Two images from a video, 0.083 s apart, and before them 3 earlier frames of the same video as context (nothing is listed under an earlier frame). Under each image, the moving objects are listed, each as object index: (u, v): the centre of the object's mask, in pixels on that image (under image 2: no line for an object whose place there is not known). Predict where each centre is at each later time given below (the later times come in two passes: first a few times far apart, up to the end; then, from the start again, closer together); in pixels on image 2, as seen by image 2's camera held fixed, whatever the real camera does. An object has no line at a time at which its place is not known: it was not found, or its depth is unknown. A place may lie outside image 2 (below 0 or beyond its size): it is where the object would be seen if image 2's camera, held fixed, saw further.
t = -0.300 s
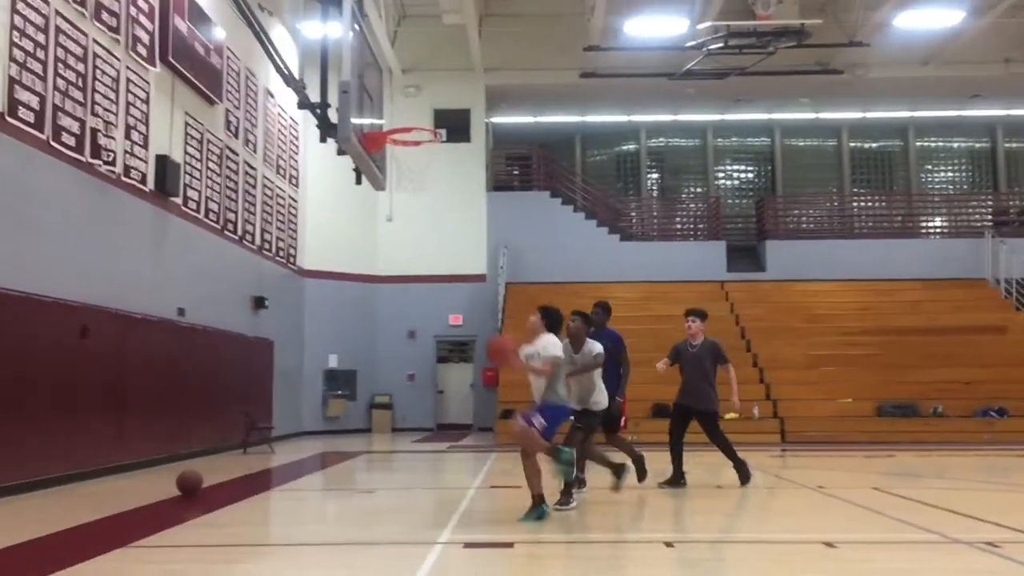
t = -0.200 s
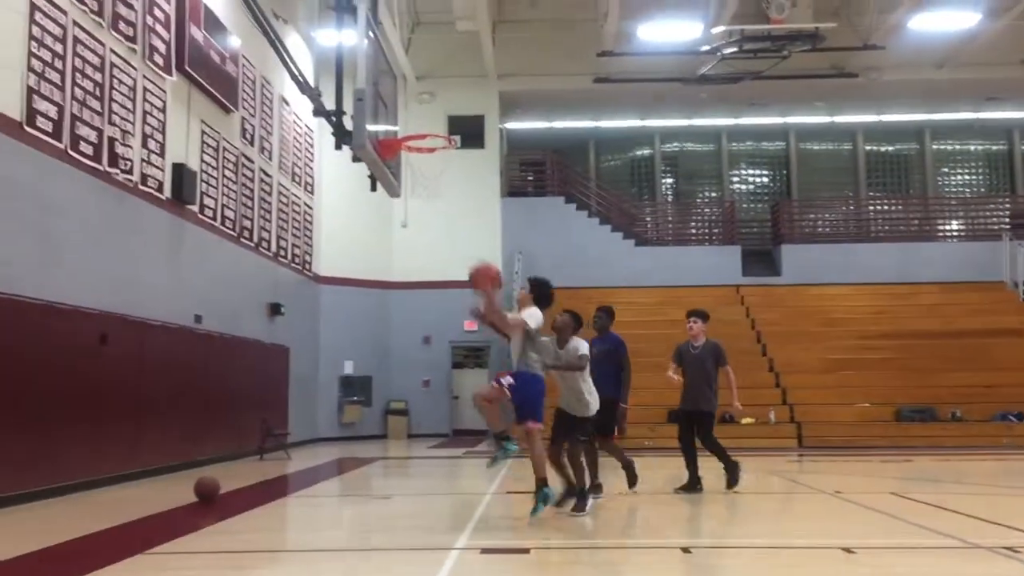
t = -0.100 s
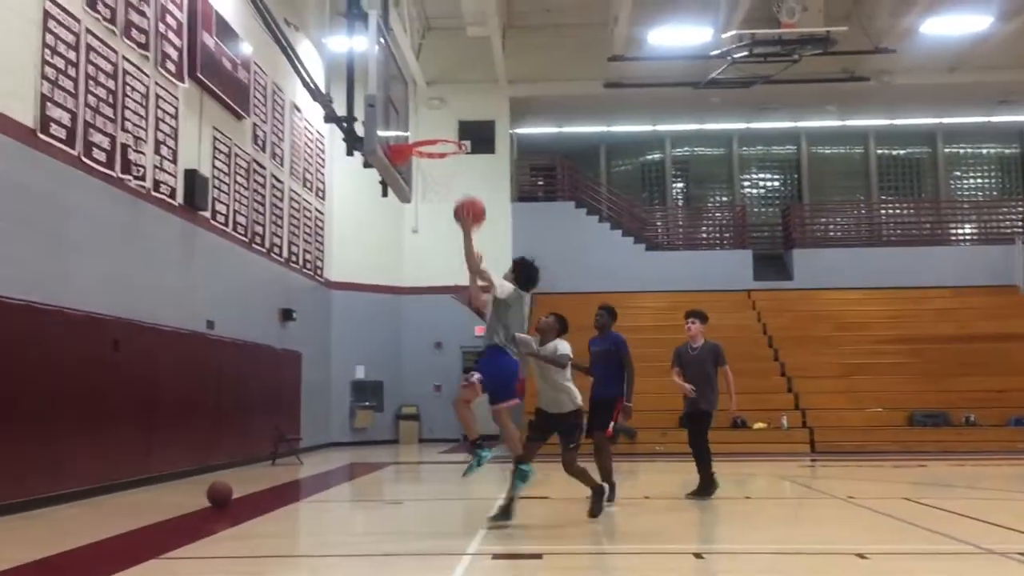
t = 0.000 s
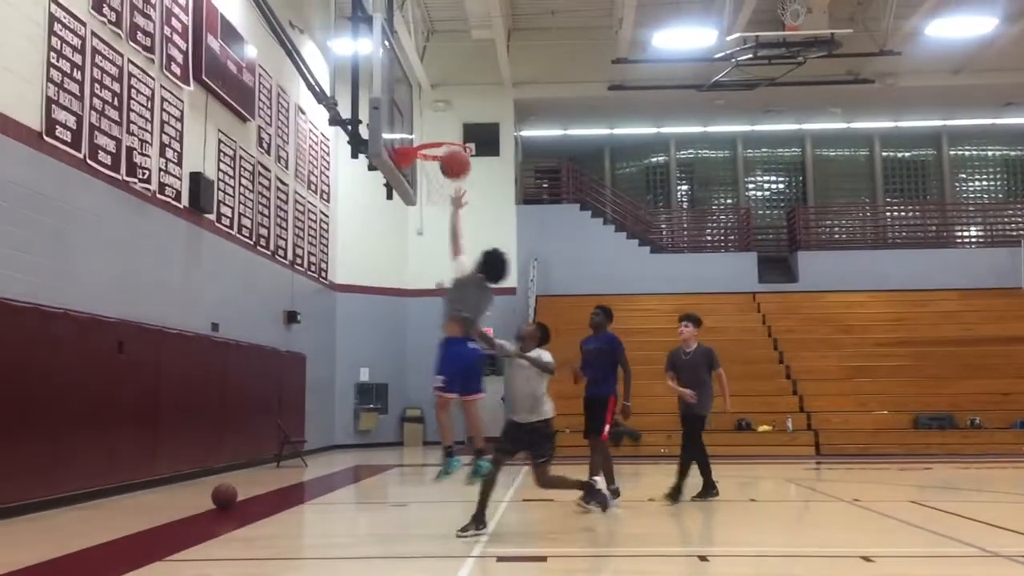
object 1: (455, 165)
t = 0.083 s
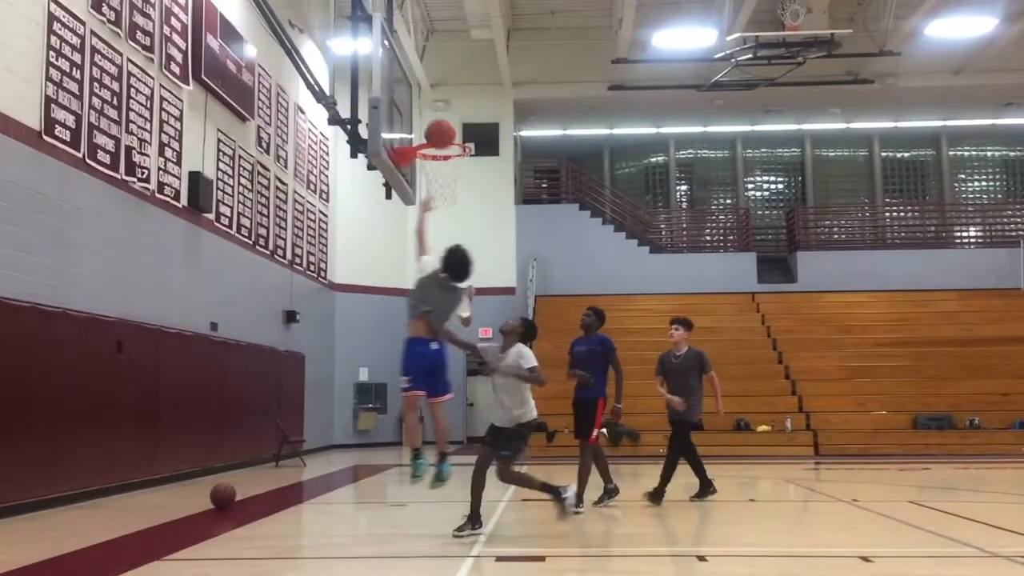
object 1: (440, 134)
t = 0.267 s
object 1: (412, 102)
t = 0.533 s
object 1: (436, 128)
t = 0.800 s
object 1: (452, 183)
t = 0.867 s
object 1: (450, 194)
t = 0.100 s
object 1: (437, 130)
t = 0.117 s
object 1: (434, 125)
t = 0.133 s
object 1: (432, 121)
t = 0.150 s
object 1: (429, 118)
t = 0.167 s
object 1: (427, 114)
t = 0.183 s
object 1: (425, 111)
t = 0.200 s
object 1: (422, 109)
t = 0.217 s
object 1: (419, 107)
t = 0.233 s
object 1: (416, 105)
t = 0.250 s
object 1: (414, 103)
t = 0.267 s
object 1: (412, 102)
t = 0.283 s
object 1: (410, 101)
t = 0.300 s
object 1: (407, 101)
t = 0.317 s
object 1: (408, 101)
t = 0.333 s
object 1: (410, 101)
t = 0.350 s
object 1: (412, 102)
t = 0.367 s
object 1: (414, 102)
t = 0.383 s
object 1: (417, 103)
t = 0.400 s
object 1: (419, 104)
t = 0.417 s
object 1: (421, 106)
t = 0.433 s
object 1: (423, 109)
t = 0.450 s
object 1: (426, 111)
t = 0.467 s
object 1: (428, 114)
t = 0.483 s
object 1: (430, 117)
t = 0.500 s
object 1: (432, 120)
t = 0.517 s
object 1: (434, 124)
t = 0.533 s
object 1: (436, 128)
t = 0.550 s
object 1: (438, 131)
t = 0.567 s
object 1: (441, 135)
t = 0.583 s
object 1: (445, 140)
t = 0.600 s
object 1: (445, 147)
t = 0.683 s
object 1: (451, 163)
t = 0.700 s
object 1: (452, 167)
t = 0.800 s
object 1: (452, 183)
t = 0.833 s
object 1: (451, 188)
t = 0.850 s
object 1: (450, 191)
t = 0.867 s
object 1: (450, 194)
